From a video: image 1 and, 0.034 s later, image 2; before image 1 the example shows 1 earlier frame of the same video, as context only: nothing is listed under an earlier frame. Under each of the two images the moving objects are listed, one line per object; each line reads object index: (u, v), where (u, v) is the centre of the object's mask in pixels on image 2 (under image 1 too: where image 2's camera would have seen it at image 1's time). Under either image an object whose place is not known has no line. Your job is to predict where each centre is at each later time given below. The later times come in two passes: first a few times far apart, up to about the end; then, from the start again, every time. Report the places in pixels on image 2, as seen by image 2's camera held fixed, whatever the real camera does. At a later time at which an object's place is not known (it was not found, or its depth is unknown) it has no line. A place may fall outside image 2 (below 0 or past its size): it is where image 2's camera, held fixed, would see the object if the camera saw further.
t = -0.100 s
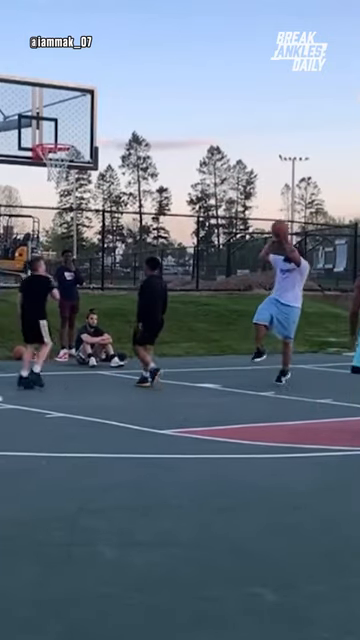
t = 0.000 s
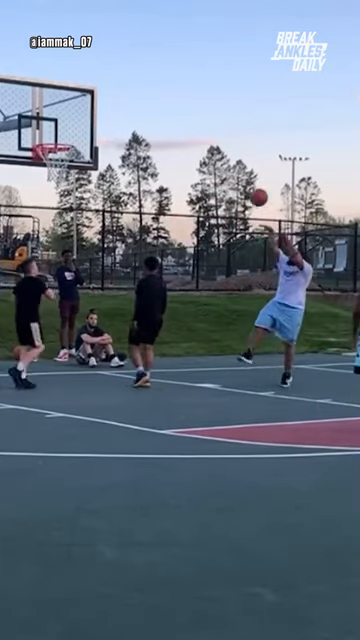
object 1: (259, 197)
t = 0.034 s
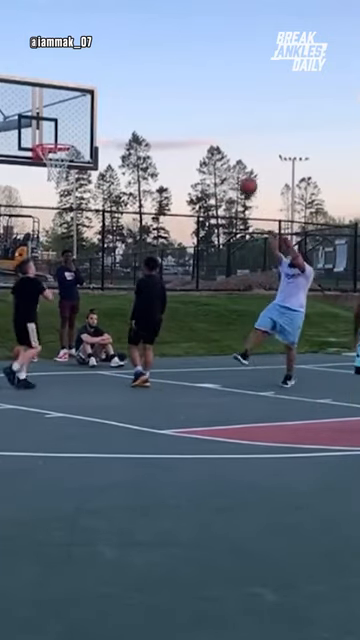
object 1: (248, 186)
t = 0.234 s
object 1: (184, 134)
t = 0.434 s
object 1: (119, 112)
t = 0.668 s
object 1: (70, 122)
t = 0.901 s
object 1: (54, 163)
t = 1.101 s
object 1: (53, 194)
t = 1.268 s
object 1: (52, 241)
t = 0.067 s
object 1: (237, 175)
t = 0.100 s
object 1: (227, 165)
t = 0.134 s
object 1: (215, 155)
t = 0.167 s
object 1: (205, 148)
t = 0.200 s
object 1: (194, 140)
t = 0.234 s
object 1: (184, 134)
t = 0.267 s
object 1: (173, 128)
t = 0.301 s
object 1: (162, 123)
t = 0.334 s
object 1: (151, 119)
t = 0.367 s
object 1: (140, 116)
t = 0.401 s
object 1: (130, 113)
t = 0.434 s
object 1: (119, 112)
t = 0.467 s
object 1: (108, 111)
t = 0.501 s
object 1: (98, 111)
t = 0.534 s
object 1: (87, 111)
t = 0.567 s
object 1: (77, 114)
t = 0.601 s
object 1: (75, 116)
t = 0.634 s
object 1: (72, 119)
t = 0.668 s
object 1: (70, 122)
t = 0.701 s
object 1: (67, 127)
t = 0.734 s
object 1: (65, 133)
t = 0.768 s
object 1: (62, 140)
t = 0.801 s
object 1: (60, 147)
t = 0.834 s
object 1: (58, 155)
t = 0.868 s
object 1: (54, 162)
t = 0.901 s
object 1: (54, 163)
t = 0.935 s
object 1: (53, 169)
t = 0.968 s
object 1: (53, 172)
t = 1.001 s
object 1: (53, 176)
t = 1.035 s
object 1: (53, 181)
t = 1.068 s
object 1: (53, 187)
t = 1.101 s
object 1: (53, 194)
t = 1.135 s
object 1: (52, 201)
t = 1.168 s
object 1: (52, 211)
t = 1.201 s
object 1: (52, 220)
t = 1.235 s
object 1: (51, 230)
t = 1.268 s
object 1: (52, 241)
